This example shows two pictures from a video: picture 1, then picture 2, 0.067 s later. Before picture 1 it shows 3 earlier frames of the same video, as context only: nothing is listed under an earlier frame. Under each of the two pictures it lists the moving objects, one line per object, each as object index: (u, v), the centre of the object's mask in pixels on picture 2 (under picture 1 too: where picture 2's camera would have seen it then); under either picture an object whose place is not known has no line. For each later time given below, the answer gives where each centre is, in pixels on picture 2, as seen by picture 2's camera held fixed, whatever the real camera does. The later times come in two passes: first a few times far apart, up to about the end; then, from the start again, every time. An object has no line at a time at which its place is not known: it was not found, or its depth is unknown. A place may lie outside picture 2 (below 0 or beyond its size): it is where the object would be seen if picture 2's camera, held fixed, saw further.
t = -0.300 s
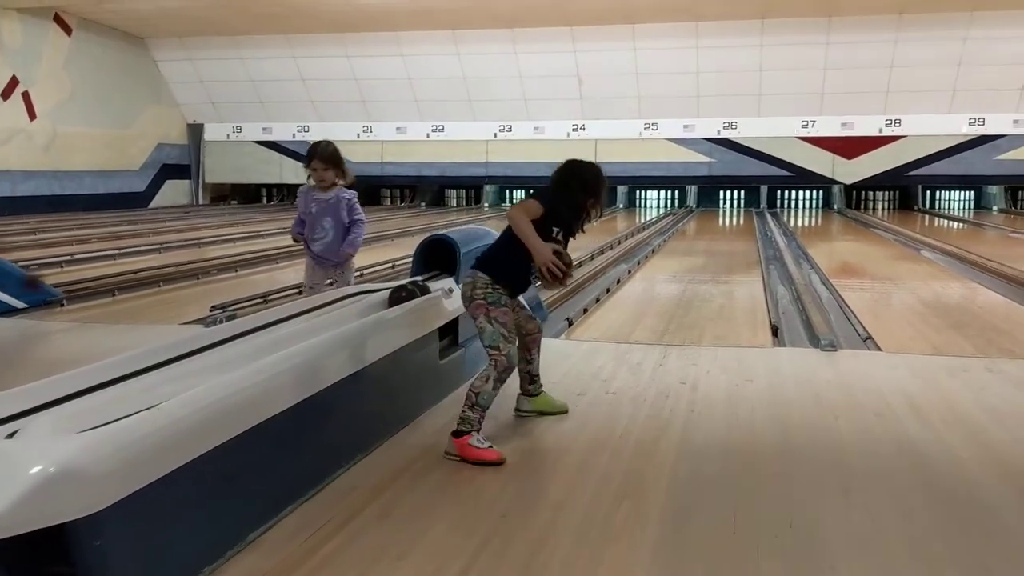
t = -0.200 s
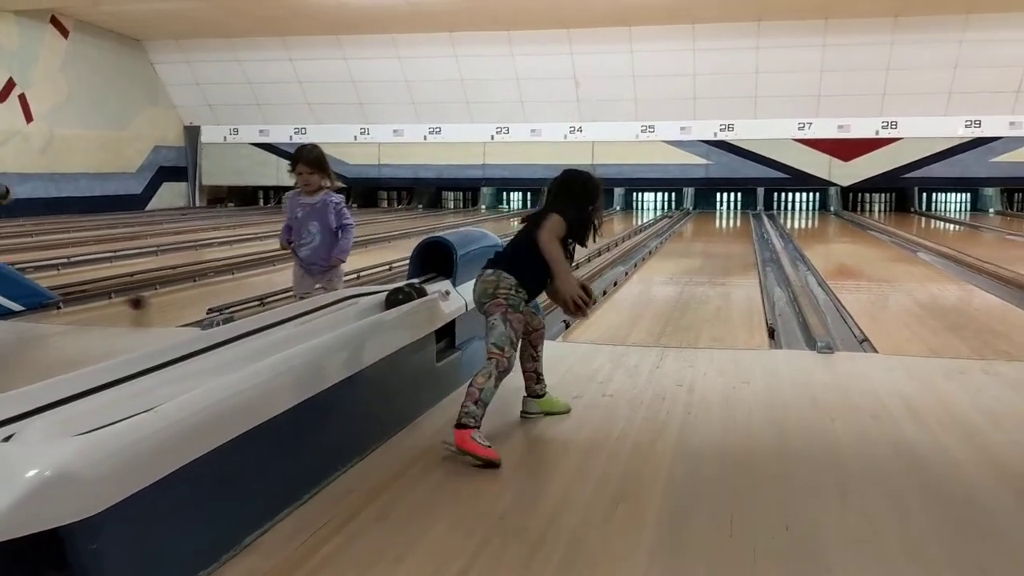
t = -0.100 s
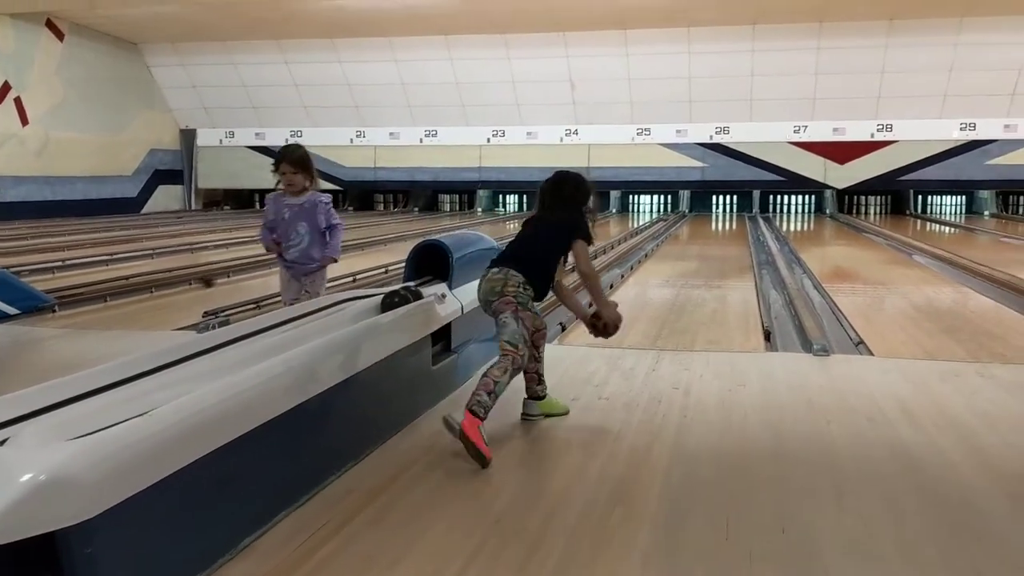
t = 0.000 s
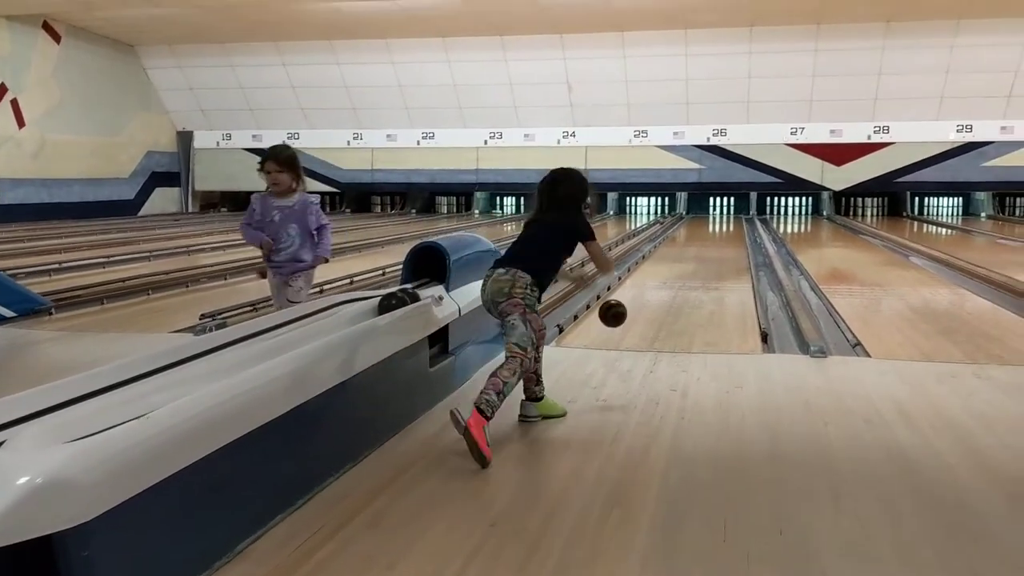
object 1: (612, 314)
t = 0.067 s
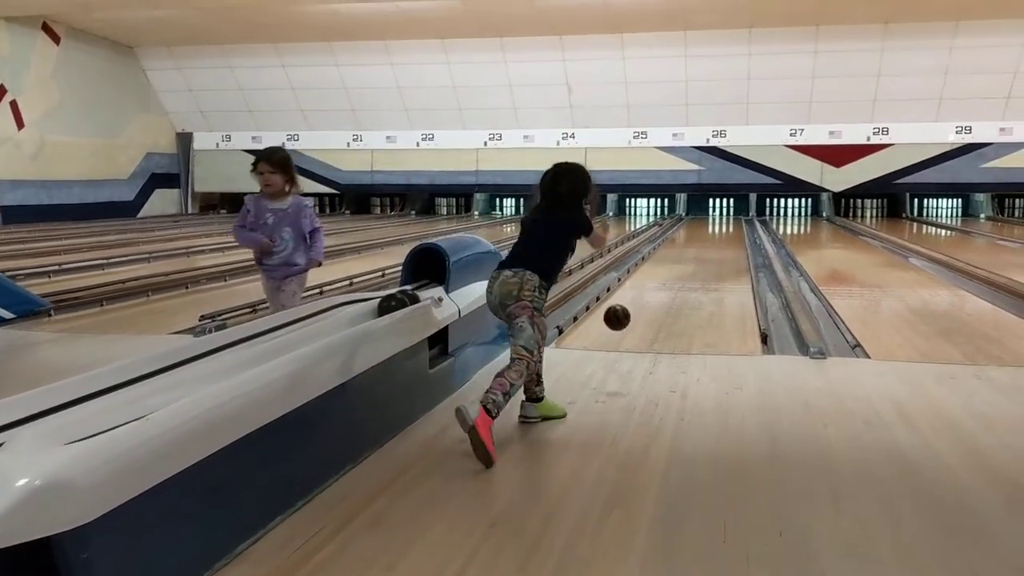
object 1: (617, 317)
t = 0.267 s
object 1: (627, 347)
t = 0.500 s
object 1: (634, 324)
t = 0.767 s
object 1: (637, 308)
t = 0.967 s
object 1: (638, 298)
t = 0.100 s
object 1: (619, 322)
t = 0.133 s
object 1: (621, 329)
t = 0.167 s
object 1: (622, 338)
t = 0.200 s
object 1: (624, 350)
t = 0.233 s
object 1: (626, 351)
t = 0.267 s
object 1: (627, 347)
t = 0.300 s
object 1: (628, 344)
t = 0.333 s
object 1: (630, 339)
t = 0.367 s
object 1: (631, 335)
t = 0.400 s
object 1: (631, 333)
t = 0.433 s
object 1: (632, 330)
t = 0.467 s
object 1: (633, 327)
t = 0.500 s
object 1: (634, 324)
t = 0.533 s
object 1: (634, 322)
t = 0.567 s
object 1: (635, 320)
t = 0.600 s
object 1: (635, 318)
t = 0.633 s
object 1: (635, 316)
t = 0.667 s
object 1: (636, 314)
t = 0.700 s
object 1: (636, 312)
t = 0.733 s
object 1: (637, 310)
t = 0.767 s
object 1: (637, 308)
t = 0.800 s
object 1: (637, 306)
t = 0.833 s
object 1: (637, 305)
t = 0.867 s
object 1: (638, 303)
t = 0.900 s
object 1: (638, 301)
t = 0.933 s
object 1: (638, 300)
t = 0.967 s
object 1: (638, 298)
